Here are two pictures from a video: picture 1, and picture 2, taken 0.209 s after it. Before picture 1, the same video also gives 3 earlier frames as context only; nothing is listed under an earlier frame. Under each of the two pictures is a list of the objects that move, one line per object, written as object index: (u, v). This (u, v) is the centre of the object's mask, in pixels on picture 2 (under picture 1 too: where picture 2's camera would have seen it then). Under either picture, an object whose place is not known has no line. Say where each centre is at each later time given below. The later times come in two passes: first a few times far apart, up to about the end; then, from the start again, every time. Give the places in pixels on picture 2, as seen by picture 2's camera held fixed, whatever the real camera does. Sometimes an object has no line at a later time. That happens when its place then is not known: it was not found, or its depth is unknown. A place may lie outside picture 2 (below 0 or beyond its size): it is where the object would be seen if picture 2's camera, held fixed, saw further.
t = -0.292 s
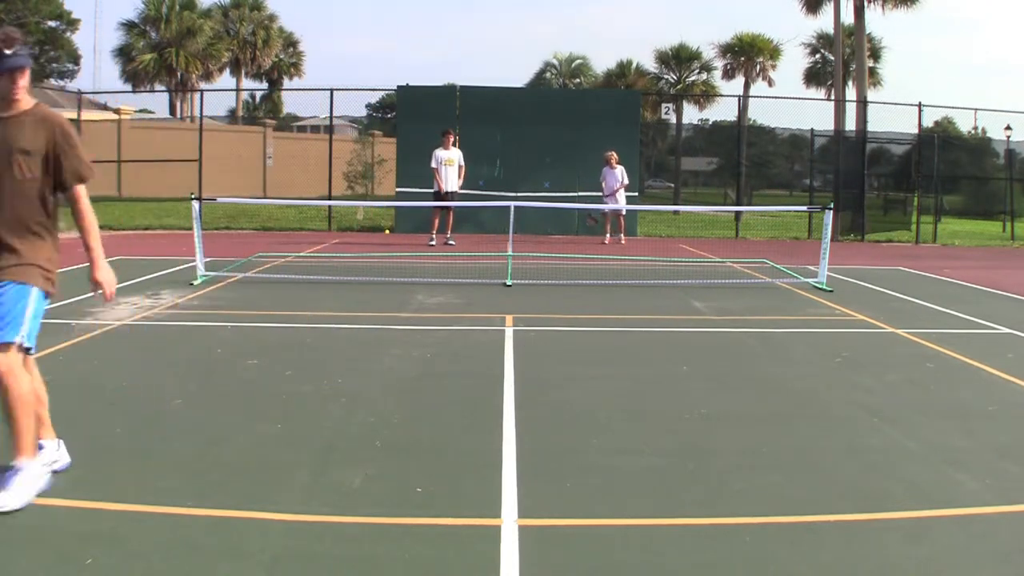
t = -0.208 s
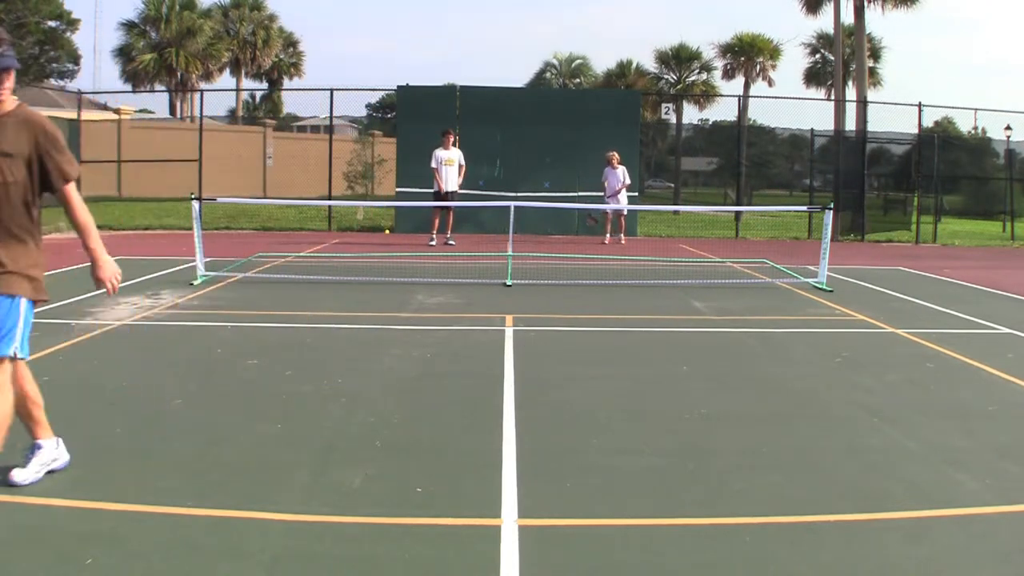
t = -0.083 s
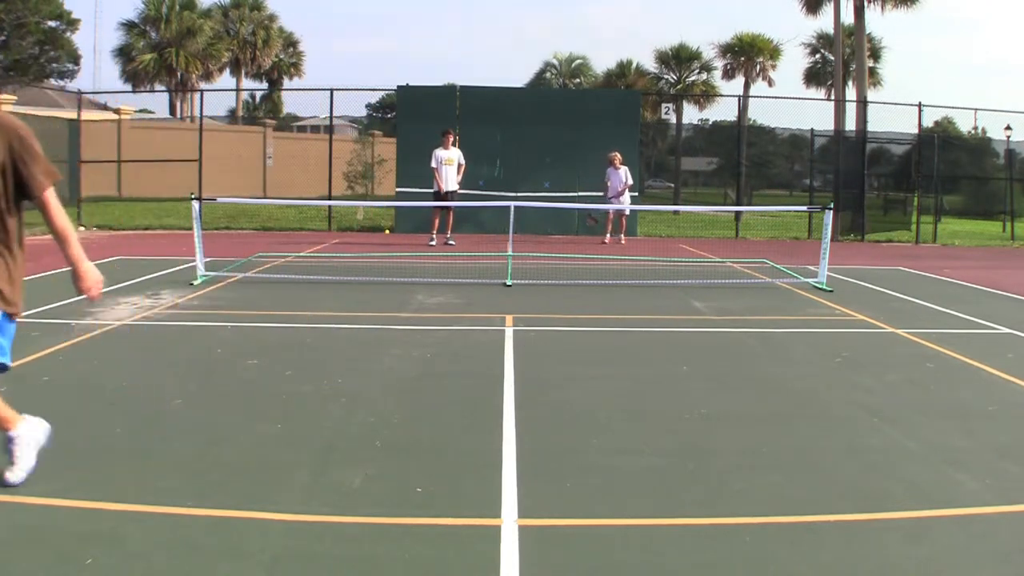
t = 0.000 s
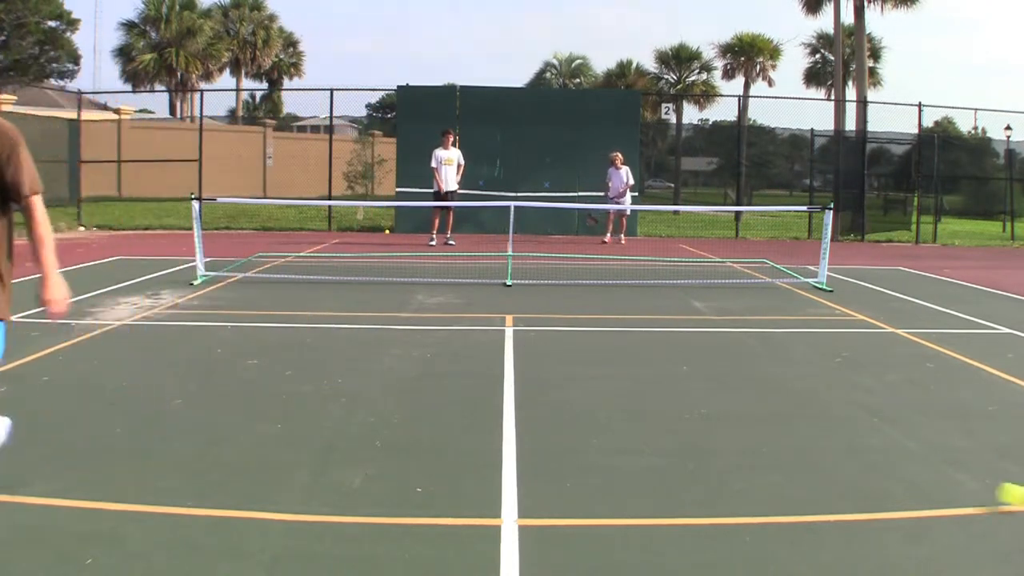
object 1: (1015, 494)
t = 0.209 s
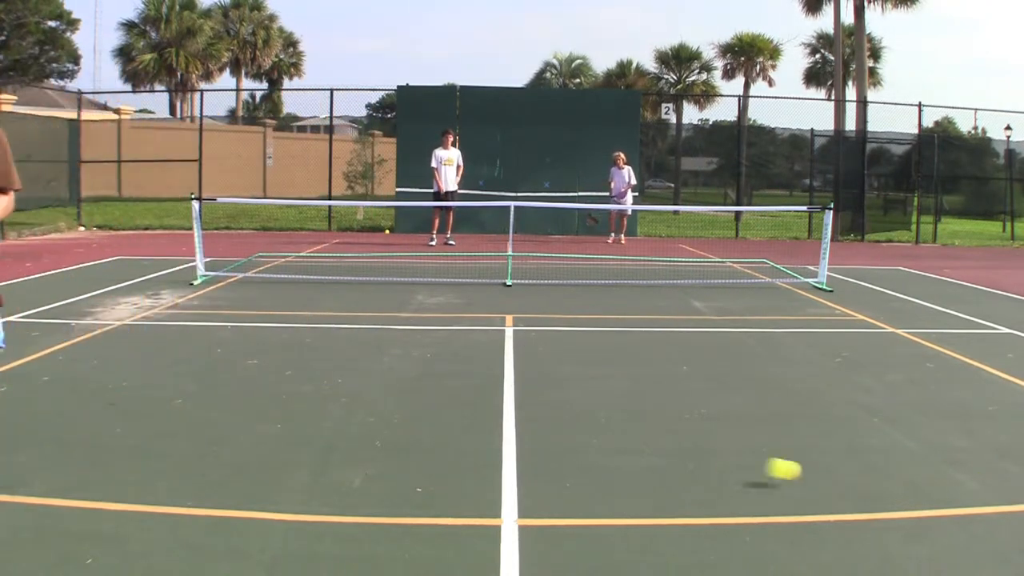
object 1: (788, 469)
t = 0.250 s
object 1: (745, 462)
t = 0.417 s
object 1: (581, 446)
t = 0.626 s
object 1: (405, 428)
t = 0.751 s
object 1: (314, 416)
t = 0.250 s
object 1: (745, 462)
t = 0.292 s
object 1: (701, 460)
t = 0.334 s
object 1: (663, 459)
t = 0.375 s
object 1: (621, 450)
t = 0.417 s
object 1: (581, 446)
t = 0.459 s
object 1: (544, 445)
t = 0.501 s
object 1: (505, 438)
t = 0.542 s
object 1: (472, 435)
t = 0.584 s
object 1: (438, 432)
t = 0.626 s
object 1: (405, 428)
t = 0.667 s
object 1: (373, 423)
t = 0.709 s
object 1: (343, 418)
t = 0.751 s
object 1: (314, 416)
